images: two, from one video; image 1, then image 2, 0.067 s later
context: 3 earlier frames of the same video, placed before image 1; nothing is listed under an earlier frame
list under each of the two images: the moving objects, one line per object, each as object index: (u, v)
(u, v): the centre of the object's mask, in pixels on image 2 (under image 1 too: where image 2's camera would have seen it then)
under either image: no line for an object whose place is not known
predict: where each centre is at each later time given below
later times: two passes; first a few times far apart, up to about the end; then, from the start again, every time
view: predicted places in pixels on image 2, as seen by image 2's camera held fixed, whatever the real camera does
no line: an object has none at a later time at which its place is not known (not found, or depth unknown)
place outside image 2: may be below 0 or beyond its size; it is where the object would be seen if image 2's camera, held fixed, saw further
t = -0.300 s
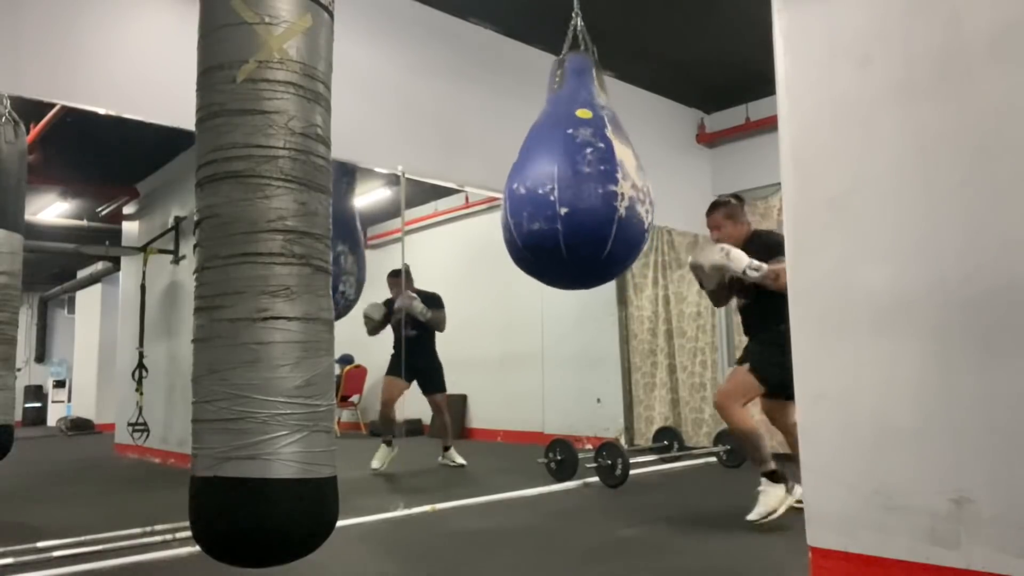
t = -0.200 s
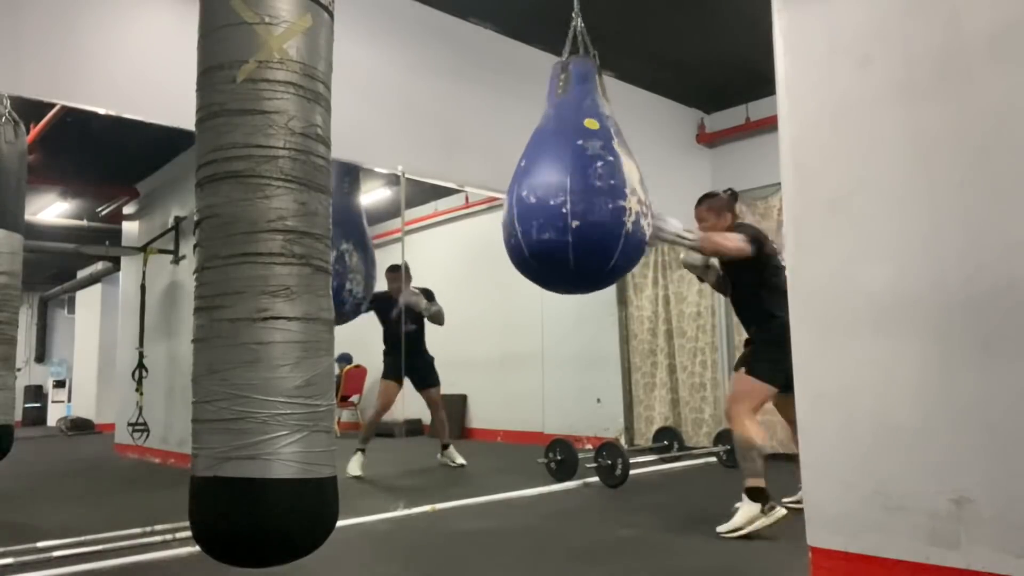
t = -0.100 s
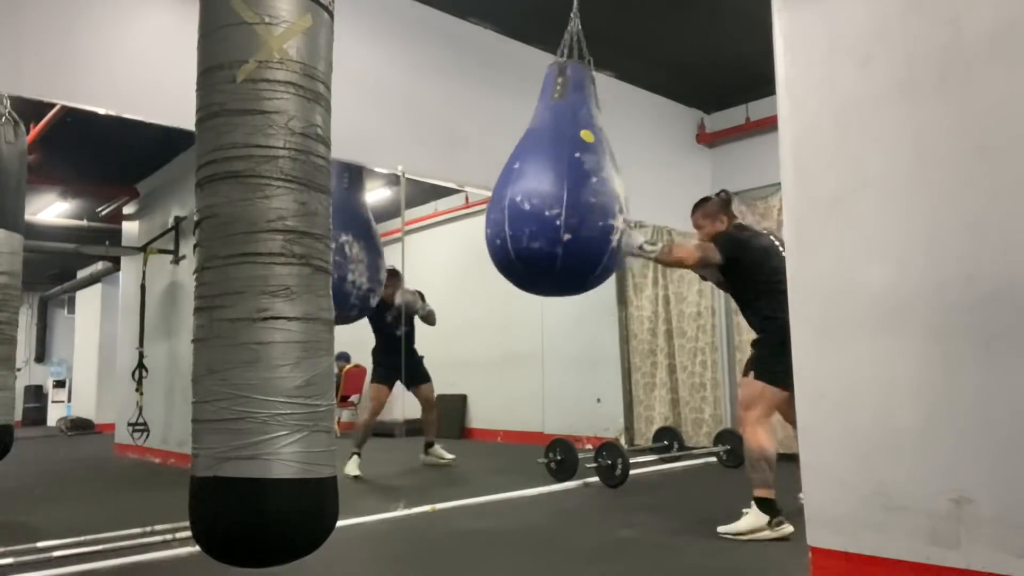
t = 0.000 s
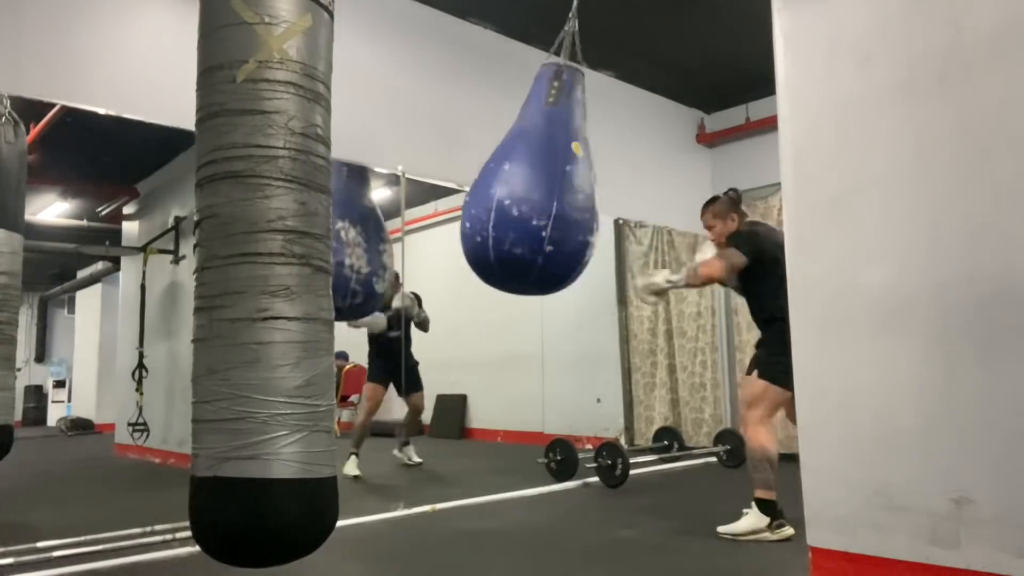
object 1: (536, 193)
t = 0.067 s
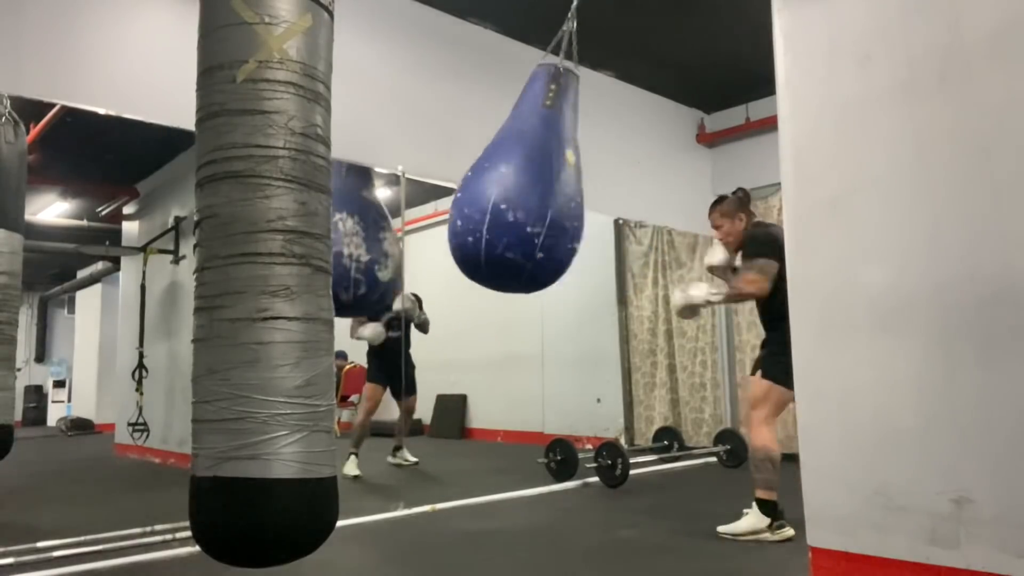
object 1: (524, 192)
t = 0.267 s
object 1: (504, 188)
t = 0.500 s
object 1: (511, 190)
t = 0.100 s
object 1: (520, 191)
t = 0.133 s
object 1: (515, 191)
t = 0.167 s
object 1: (511, 190)
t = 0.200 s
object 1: (508, 189)
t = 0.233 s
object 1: (505, 189)
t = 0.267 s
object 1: (504, 188)
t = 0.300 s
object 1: (502, 187)
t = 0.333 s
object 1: (502, 187)
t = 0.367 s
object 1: (502, 187)
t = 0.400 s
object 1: (504, 187)
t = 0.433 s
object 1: (506, 188)
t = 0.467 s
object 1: (508, 189)
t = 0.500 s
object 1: (511, 190)
